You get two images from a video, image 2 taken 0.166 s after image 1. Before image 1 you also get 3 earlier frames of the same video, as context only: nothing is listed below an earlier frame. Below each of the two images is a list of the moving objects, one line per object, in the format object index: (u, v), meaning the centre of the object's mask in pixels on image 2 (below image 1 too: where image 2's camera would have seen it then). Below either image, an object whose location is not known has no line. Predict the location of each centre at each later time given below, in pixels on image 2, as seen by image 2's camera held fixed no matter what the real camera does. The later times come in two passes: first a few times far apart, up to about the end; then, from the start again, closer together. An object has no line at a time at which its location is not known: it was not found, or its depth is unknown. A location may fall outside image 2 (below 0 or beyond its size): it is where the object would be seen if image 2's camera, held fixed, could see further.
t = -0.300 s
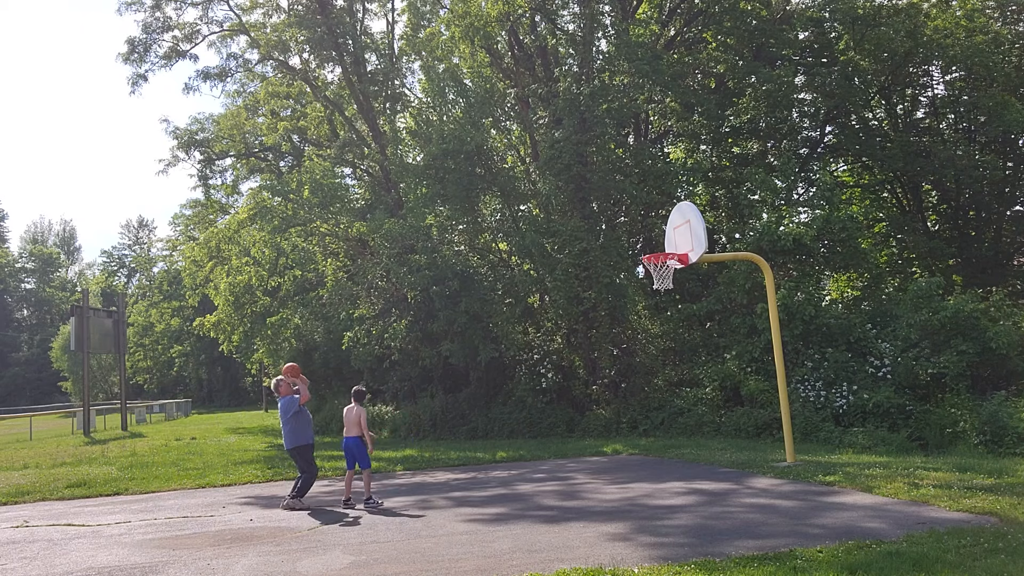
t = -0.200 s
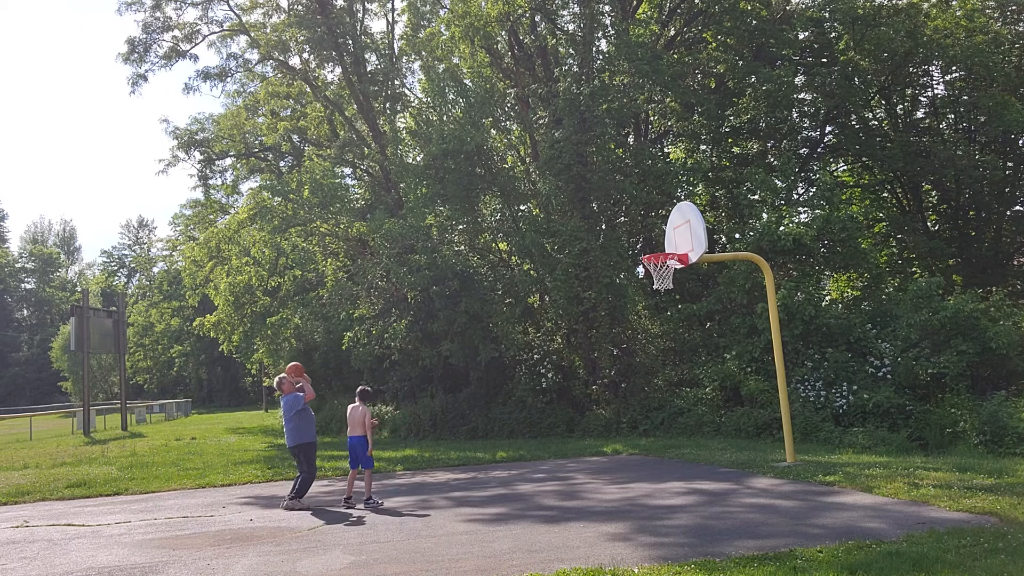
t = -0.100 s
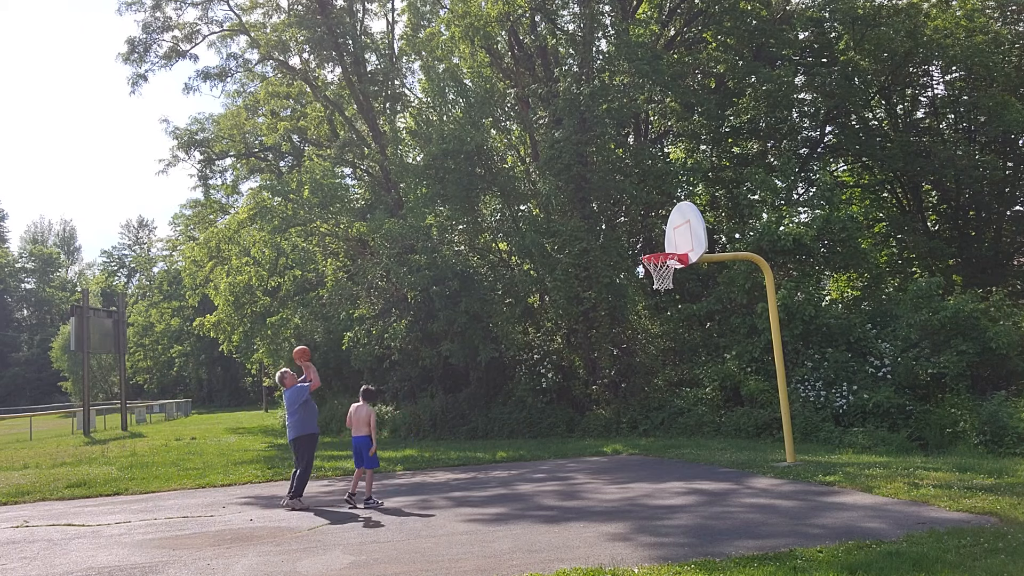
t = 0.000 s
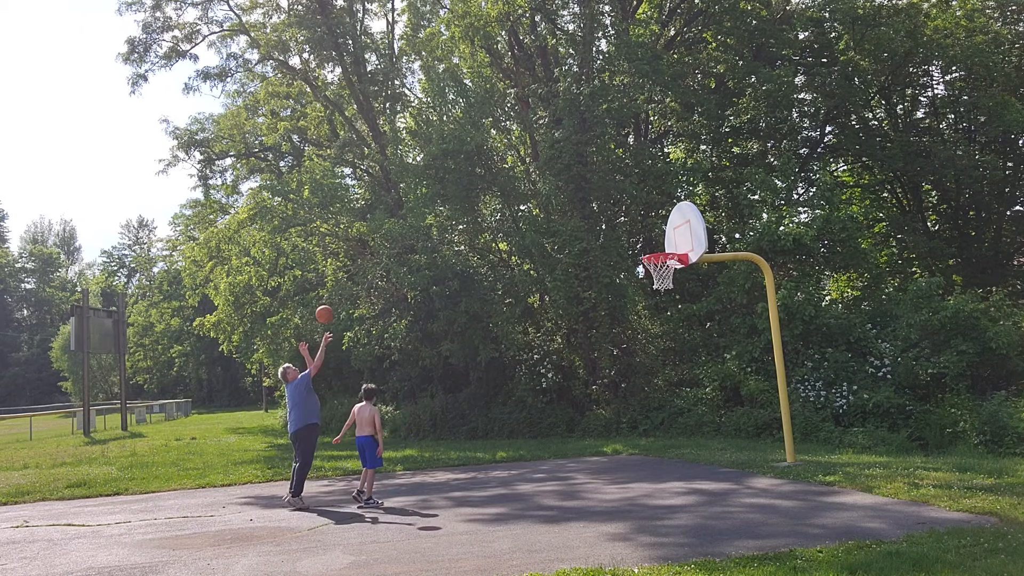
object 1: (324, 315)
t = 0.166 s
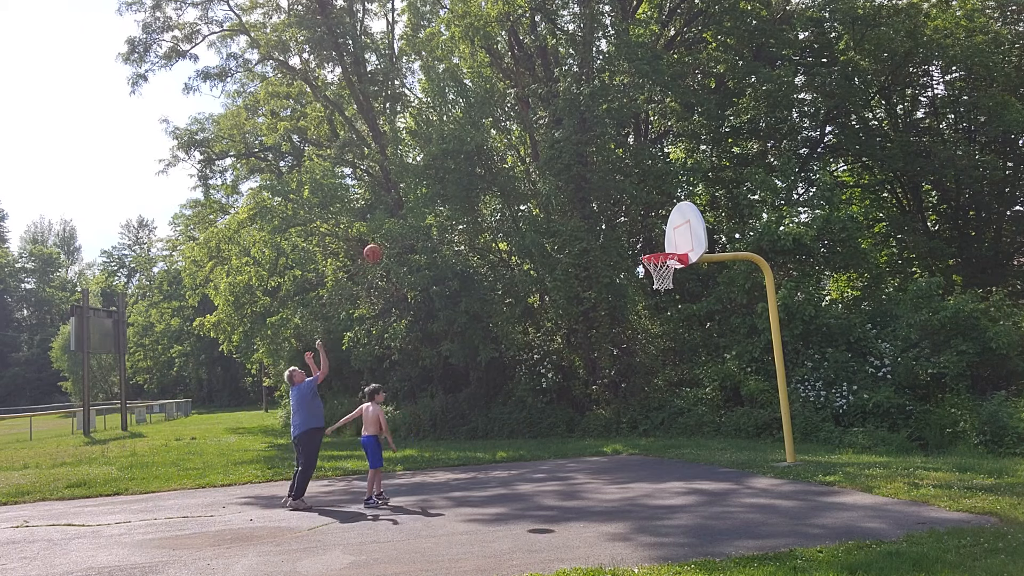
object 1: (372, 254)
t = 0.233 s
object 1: (391, 235)
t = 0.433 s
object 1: (448, 199)
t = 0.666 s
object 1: (515, 193)
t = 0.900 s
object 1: (583, 221)
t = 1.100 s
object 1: (643, 277)
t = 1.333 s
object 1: (714, 372)
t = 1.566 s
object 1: (749, 431)
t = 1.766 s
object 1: (707, 361)
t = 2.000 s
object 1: (664, 314)
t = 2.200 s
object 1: (628, 302)
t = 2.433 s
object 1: (590, 324)
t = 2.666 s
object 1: (555, 384)
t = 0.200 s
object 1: (382, 243)
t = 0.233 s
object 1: (391, 235)
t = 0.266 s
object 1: (400, 227)
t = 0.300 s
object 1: (409, 220)
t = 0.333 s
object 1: (419, 213)
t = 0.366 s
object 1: (429, 208)
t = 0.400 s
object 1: (438, 203)
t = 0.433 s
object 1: (448, 199)
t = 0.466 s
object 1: (457, 195)
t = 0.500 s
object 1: (467, 194)
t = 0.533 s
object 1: (477, 192)
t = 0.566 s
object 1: (486, 190)
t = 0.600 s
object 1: (496, 190)
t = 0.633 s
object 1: (505, 191)
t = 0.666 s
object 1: (515, 193)
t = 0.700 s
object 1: (524, 194)
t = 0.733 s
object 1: (534, 197)
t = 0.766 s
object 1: (544, 200)
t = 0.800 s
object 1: (554, 204)
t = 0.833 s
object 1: (563, 209)
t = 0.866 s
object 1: (573, 215)
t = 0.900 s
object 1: (583, 221)
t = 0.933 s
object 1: (593, 228)
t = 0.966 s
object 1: (602, 237)
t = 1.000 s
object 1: (612, 246)
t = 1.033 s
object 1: (623, 255)
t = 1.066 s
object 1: (633, 265)
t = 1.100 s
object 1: (643, 277)
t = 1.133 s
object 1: (652, 289)
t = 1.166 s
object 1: (664, 300)
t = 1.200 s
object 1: (673, 313)
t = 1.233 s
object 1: (683, 326)
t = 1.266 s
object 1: (693, 341)
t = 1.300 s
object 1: (704, 357)
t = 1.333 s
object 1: (714, 372)
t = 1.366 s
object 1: (724, 389)
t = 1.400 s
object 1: (734, 407)
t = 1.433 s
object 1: (744, 426)
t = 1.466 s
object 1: (755, 444)
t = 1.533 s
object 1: (756, 445)
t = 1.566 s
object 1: (749, 431)
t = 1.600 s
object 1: (742, 418)
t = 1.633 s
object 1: (734, 404)
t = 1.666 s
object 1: (728, 393)
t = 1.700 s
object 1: (721, 382)
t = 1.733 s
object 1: (714, 370)
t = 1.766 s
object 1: (707, 361)
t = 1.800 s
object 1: (701, 352)
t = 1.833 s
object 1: (694, 343)
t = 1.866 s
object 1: (688, 337)
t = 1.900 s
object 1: (682, 329)
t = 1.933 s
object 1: (675, 323)
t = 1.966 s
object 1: (669, 318)
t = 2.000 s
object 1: (664, 314)
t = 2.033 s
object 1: (657, 310)
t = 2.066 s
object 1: (651, 307)
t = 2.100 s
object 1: (645, 305)
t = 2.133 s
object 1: (640, 303)
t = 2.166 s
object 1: (634, 303)
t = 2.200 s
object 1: (628, 302)
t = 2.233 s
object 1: (623, 304)
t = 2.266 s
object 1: (618, 305)
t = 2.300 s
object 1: (612, 308)
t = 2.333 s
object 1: (606, 311)
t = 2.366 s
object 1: (601, 314)
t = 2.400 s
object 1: (595, 319)
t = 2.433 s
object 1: (590, 324)
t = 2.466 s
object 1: (585, 330)
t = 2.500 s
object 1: (579, 337)
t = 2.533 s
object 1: (575, 345)
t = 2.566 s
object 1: (570, 353)
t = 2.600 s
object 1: (565, 363)
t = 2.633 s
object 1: (560, 373)
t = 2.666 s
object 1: (555, 384)
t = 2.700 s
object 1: (550, 395)
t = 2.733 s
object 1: (546, 408)
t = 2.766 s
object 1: (542, 422)
